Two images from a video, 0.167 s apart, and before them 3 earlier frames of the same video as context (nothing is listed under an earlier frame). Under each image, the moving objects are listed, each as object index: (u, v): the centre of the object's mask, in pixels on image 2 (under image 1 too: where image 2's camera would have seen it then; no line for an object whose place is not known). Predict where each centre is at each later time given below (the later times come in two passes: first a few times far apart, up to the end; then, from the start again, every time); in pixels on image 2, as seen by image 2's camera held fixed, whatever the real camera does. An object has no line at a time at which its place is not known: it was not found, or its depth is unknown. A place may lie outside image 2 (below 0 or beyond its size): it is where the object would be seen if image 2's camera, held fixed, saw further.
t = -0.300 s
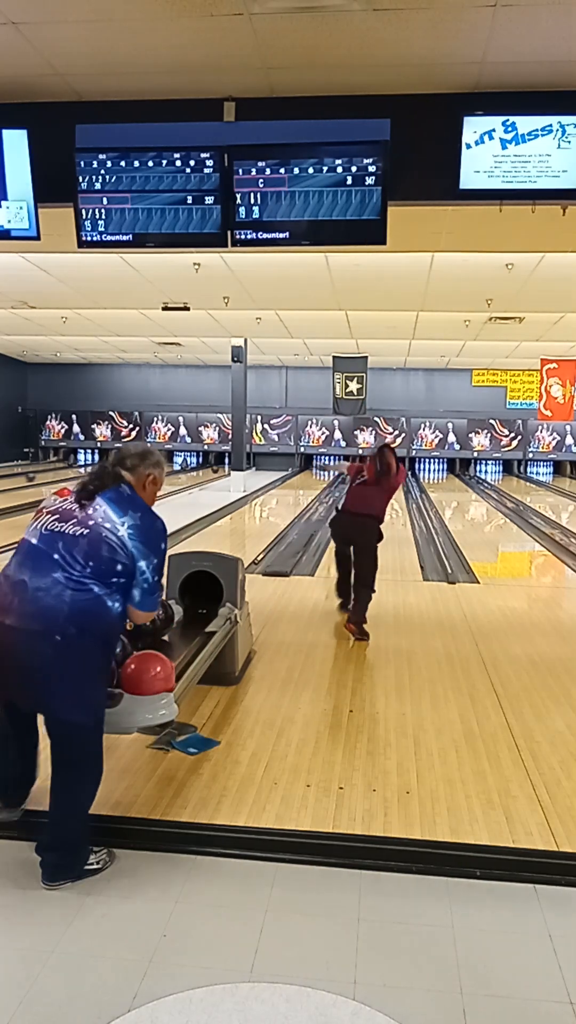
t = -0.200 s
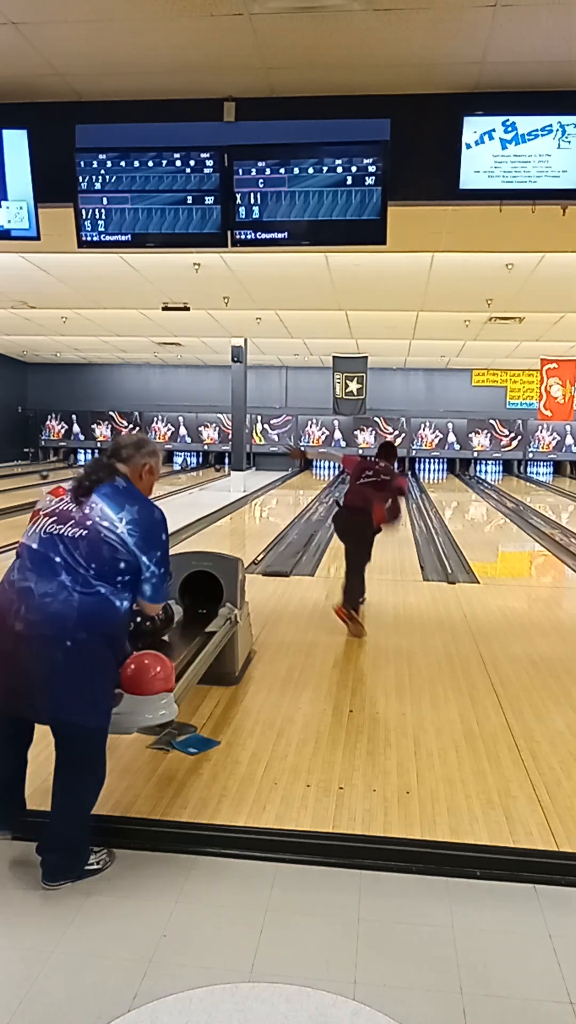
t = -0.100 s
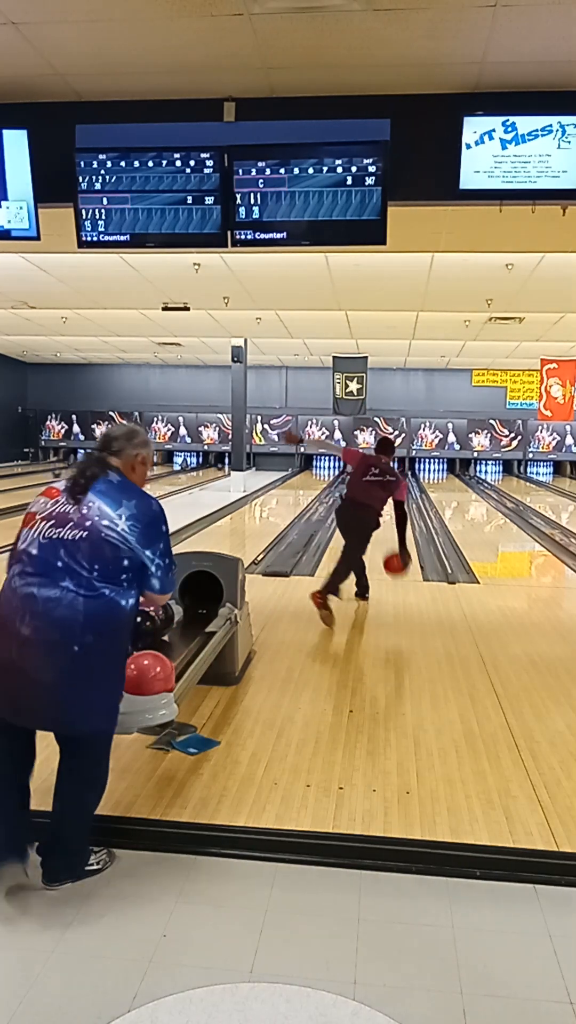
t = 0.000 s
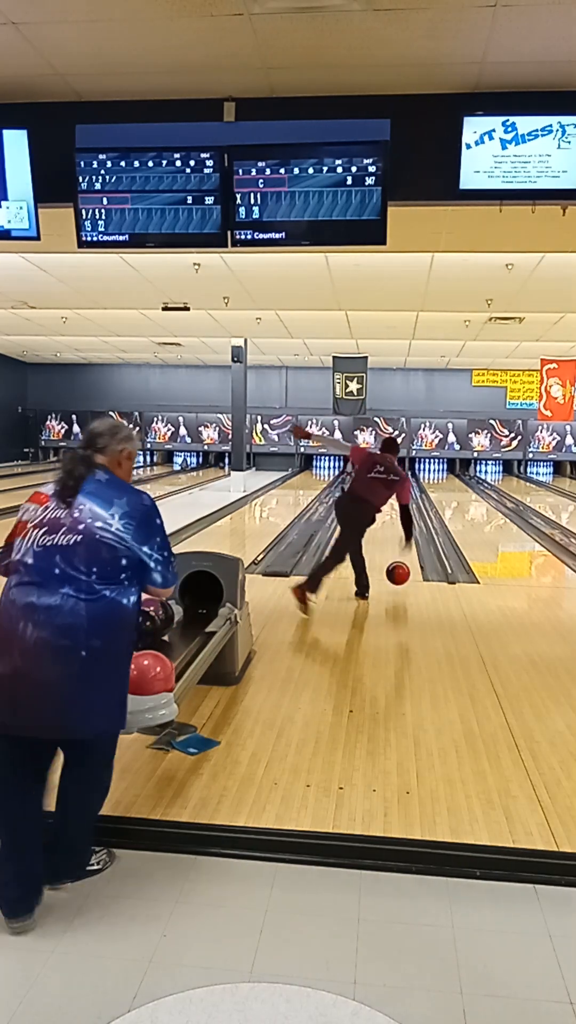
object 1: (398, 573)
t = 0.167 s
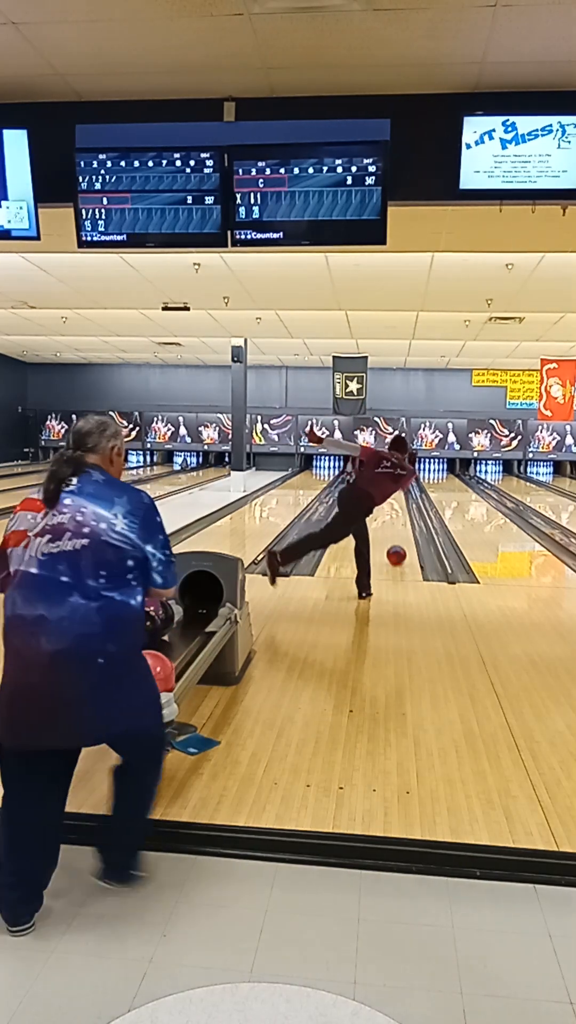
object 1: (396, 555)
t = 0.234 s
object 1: (396, 547)
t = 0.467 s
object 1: (394, 525)
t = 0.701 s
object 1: (393, 509)
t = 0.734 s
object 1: (392, 508)
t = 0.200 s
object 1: (396, 551)
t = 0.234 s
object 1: (396, 547)
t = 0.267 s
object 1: (395, 543)
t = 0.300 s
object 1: (395, 540)
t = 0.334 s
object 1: (395, 536)
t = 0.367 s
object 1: (395, 534)
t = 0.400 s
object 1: (394, 531)
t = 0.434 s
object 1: (394, 528)
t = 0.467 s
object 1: (394, 525)
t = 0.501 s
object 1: (394, 523)
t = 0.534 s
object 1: (393, 520)
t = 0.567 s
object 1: (393, 518)
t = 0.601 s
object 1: (393, 516)
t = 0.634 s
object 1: (393, 514)
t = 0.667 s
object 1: (393, 512)
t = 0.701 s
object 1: (393, 509)
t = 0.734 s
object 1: (392, 508)
